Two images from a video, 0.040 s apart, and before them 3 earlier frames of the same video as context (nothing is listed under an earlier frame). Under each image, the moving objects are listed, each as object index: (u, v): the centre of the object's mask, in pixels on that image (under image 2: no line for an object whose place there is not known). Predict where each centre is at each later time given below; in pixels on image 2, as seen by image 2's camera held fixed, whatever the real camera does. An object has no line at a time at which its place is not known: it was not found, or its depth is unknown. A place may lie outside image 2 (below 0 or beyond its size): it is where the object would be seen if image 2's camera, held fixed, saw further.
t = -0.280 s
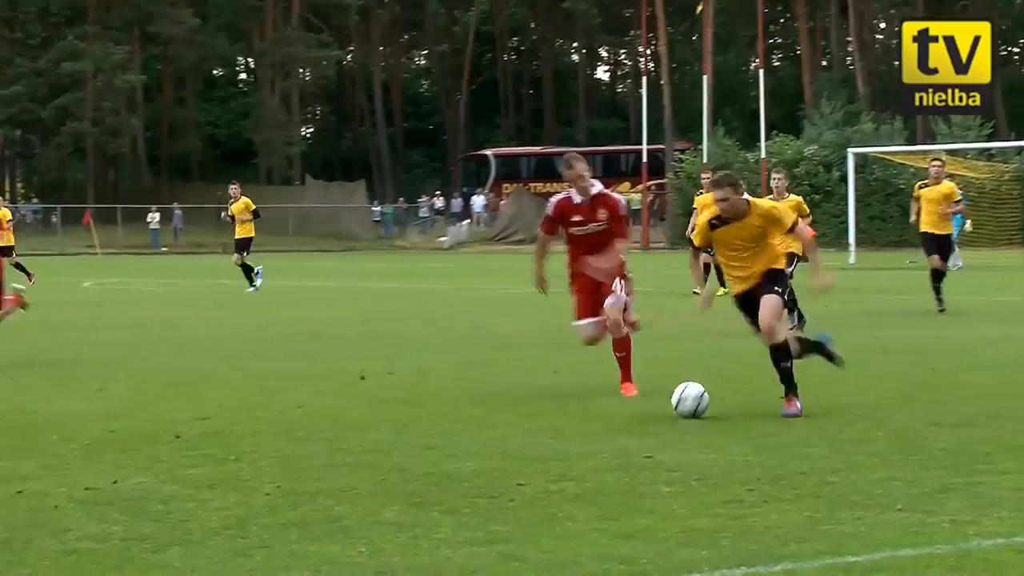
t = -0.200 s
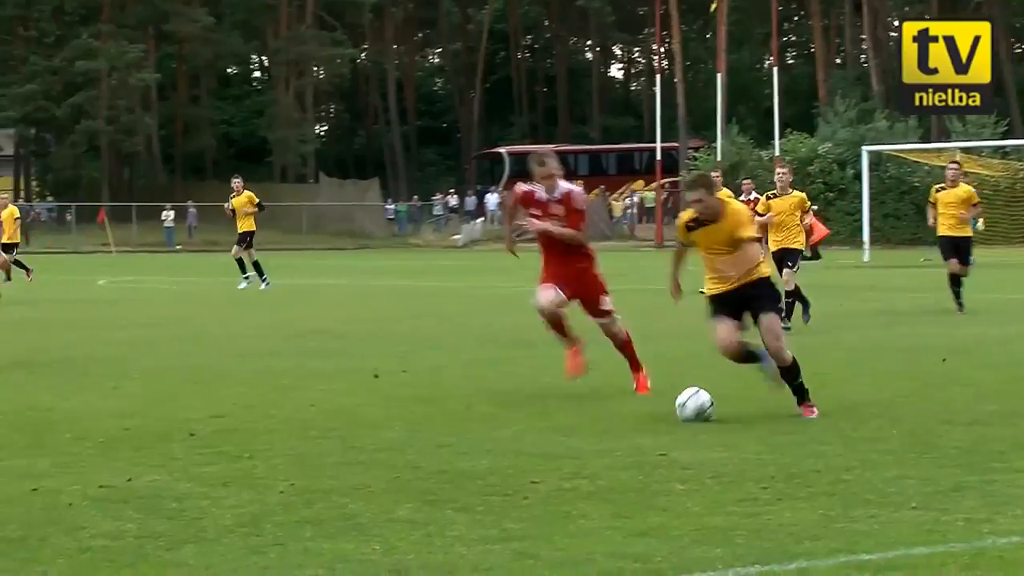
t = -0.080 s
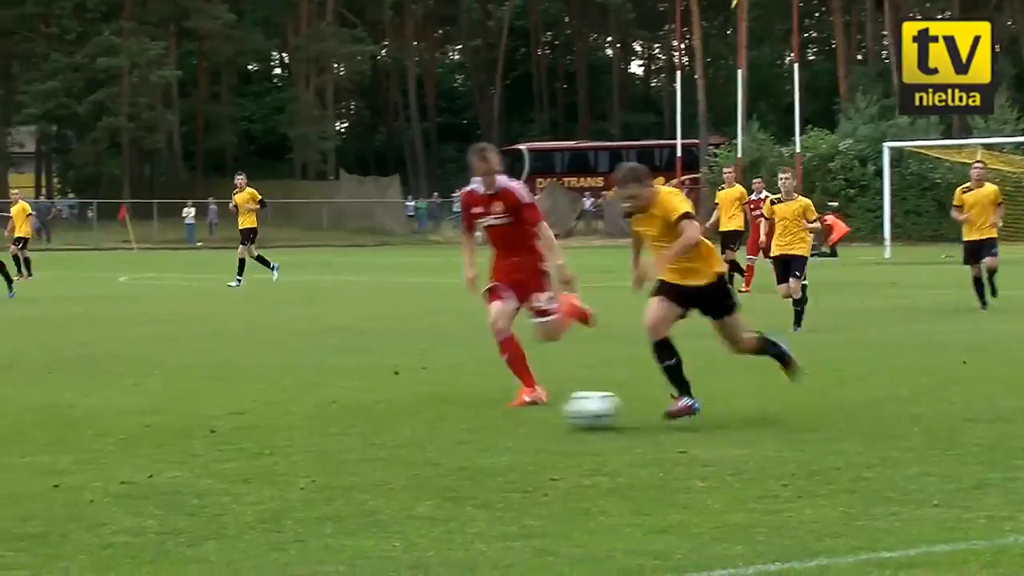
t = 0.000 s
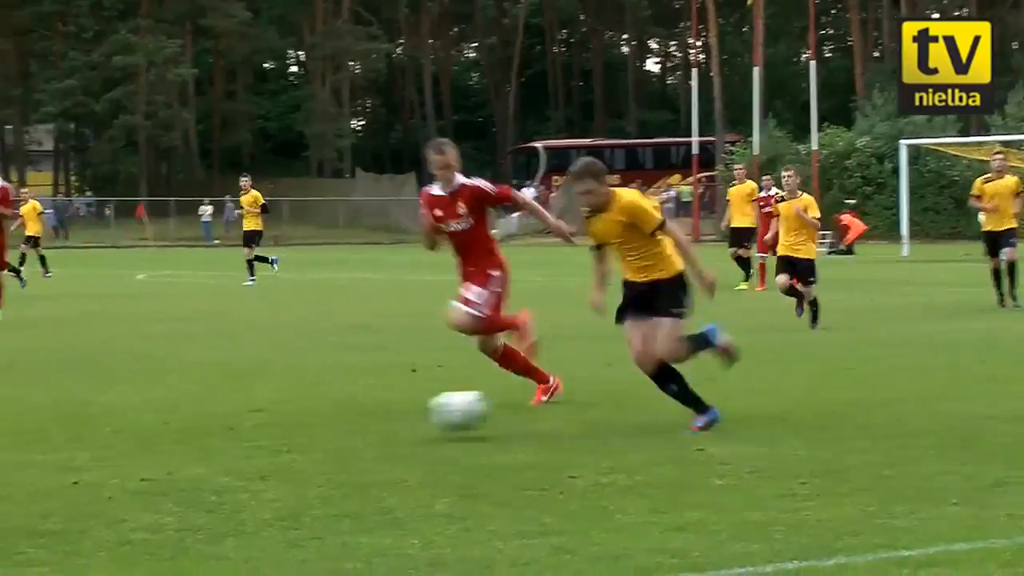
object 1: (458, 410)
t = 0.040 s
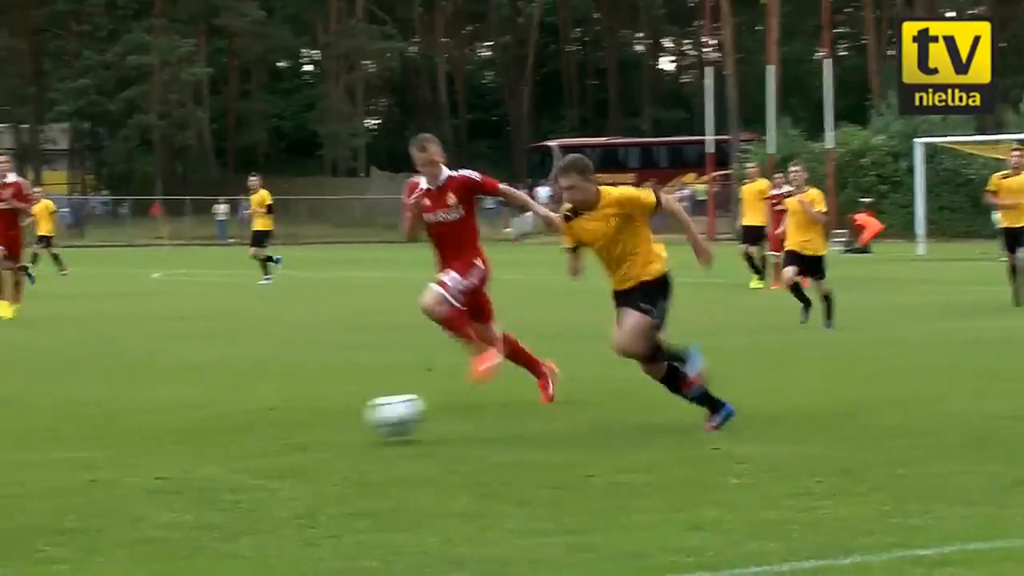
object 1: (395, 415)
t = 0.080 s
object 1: (311, 425)
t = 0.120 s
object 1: (226, 435)
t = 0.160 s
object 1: (142, 438)
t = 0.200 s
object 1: (60, 441)
